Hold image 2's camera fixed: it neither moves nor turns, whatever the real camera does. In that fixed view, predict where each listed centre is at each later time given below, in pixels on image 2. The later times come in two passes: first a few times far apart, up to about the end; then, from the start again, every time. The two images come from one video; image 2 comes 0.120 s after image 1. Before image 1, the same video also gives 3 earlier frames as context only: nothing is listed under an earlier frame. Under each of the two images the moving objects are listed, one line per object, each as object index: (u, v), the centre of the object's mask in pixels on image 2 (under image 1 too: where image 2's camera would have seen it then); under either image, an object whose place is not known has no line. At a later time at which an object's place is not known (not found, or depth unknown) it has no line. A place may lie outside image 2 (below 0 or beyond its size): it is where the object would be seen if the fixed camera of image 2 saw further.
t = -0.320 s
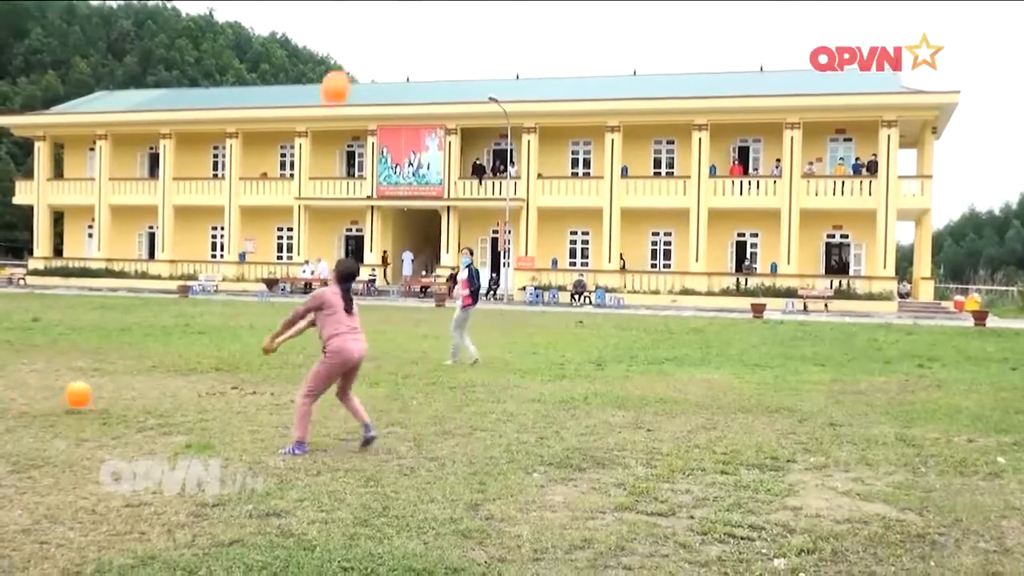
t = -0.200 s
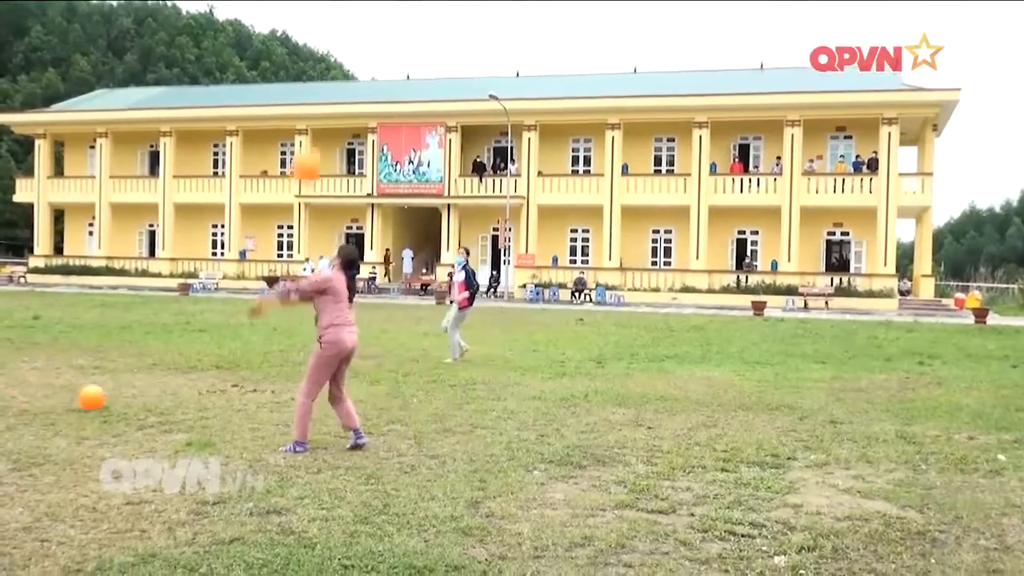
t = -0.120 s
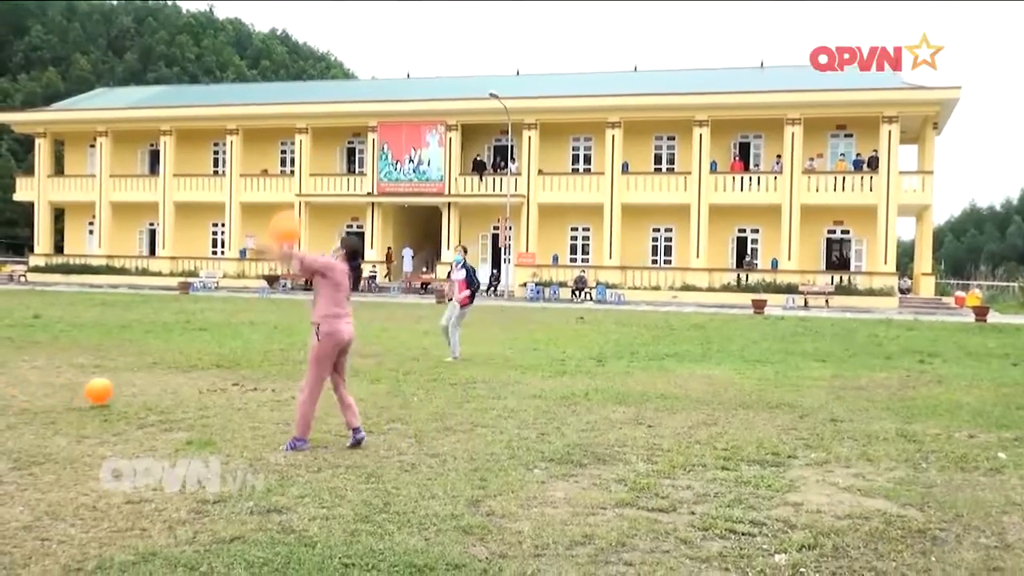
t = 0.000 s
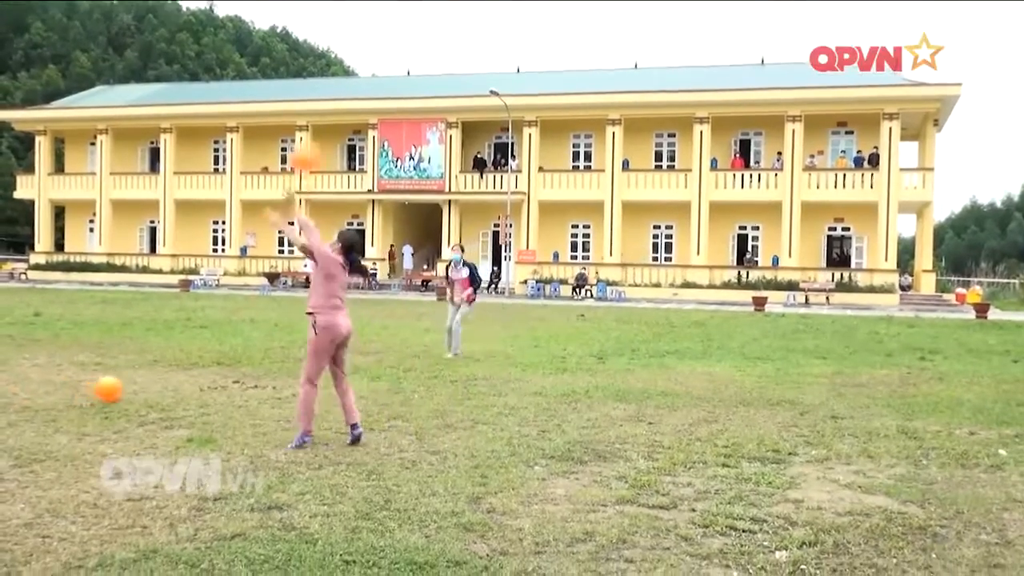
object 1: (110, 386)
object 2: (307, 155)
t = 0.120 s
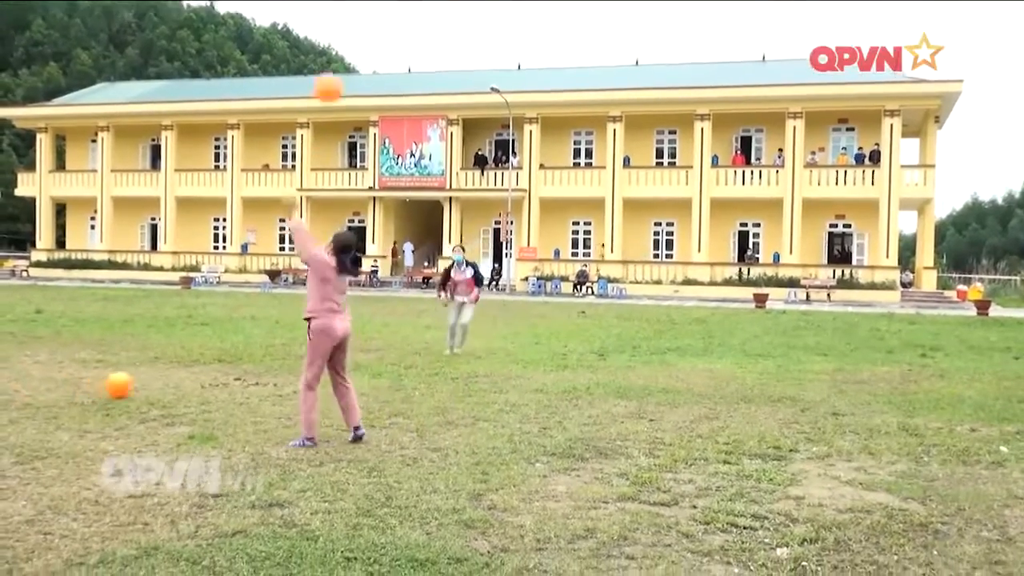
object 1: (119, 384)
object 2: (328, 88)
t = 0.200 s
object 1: (125, 385)
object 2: (339, 61)
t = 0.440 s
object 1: (139, 381)
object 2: (370, 17)
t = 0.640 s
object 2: (386, 30)
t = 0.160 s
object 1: (122, 385)
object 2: (334, 72)
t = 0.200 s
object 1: (125, 385)
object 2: (339, 61)
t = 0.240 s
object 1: (128, 384)
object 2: (346, 48)
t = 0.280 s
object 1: (129, 384)
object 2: (353, 38)
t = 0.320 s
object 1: (132, 383)
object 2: (357, 30)
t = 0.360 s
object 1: (136, 382)
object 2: (362, 24)
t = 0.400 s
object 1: (137, 382)
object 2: (367, 20)
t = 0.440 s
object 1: (139, 381)
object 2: (370, 17)
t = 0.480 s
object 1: (141, 382)
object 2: (374, 18)
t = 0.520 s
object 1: (144, 382)
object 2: (377, 18)
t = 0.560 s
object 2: (380, 21)
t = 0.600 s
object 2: (383, 25)
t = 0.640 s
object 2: (386, 30)
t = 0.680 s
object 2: (388, 37)
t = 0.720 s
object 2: (390, 44)
